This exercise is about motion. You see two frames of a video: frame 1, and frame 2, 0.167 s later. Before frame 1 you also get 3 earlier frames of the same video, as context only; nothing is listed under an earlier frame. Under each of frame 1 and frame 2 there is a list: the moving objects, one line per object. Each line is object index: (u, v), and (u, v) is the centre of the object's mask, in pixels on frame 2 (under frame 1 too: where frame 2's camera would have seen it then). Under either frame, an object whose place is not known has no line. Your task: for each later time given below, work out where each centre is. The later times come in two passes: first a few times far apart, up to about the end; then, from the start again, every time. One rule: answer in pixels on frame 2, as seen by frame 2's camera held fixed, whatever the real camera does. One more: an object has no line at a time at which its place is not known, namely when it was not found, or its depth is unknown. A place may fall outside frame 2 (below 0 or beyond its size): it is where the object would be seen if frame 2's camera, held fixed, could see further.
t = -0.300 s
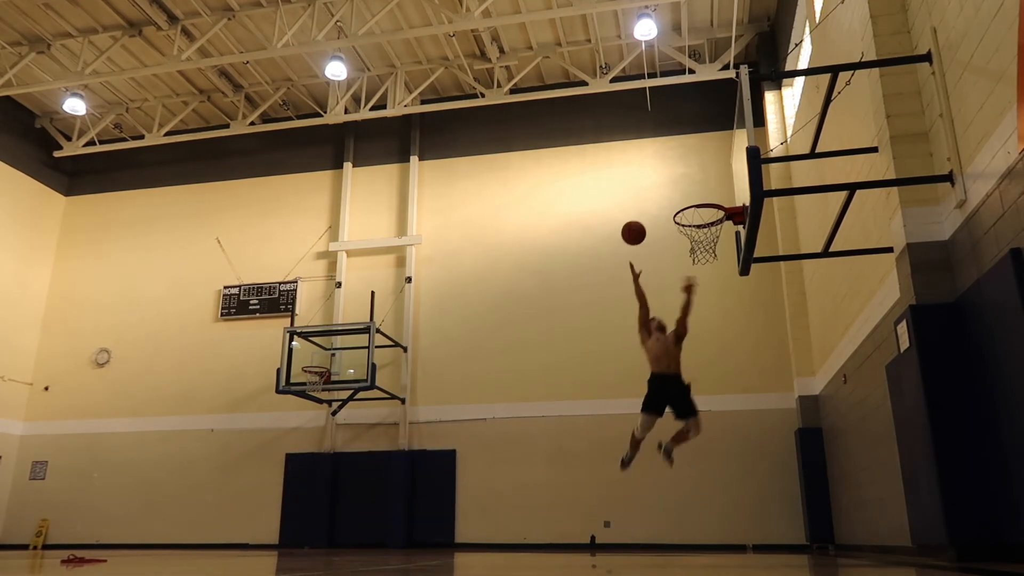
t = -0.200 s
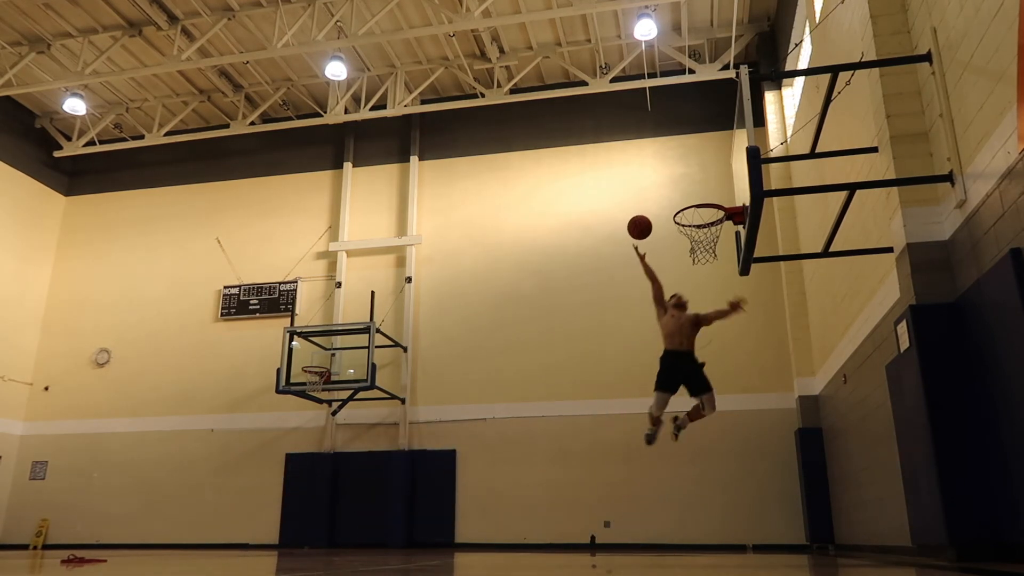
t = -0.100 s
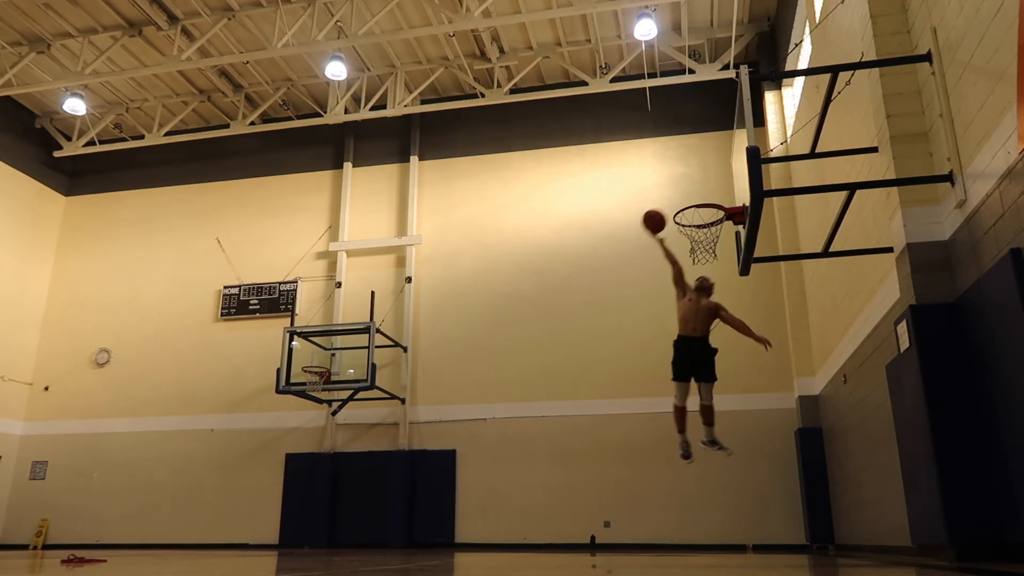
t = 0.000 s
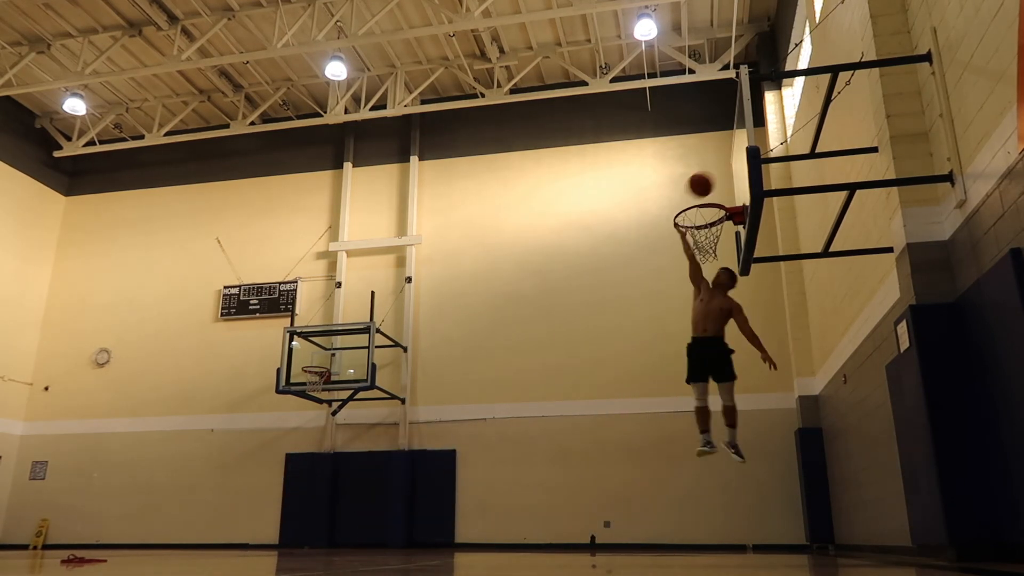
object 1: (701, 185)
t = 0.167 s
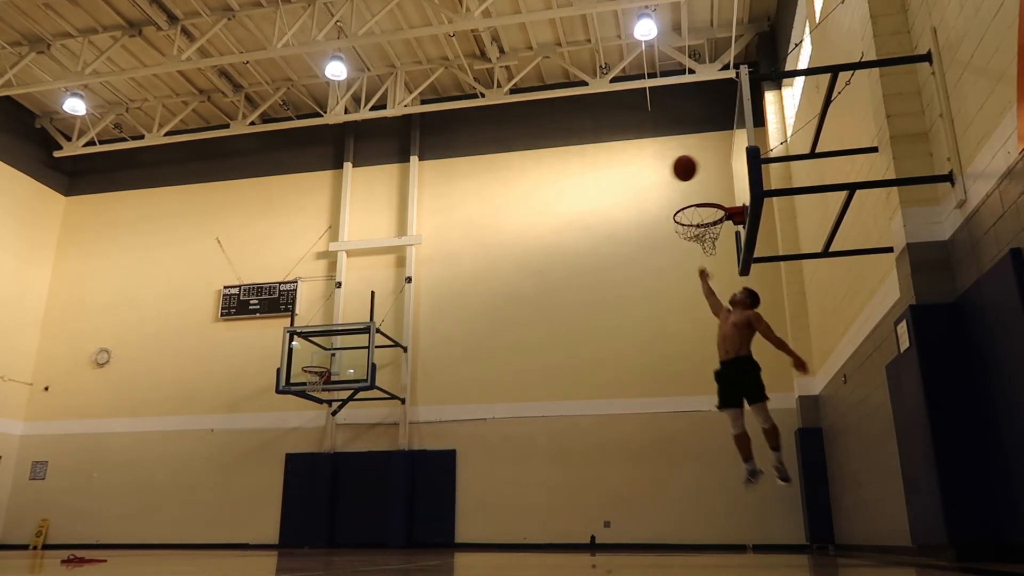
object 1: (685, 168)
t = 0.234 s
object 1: (656, 176)
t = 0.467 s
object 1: (557, 239)
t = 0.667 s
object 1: (470, 340)
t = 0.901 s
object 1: (360, 528)
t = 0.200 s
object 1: (670, 171)
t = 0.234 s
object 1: (656, 176)
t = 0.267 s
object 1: (641, 181)
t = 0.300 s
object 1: (627, 188)
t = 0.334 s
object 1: (613, 195)
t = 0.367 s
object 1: (599, 204)
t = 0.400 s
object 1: (585, 214)
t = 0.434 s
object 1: (571, 226)
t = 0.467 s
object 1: (557, 239)
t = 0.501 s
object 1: (542, 252)
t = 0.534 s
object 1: (528, 267)
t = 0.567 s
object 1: (514, 283)
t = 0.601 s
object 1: (500, 301)
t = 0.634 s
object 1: (485, 320)
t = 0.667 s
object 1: (470, 340)
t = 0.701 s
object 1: (456, 361)
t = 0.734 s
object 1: (440, 385)
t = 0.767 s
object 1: (425, 409)
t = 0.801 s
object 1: (408, 437)
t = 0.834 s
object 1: (392, 466)
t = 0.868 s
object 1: (376, 496)
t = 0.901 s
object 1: (360, 528)
